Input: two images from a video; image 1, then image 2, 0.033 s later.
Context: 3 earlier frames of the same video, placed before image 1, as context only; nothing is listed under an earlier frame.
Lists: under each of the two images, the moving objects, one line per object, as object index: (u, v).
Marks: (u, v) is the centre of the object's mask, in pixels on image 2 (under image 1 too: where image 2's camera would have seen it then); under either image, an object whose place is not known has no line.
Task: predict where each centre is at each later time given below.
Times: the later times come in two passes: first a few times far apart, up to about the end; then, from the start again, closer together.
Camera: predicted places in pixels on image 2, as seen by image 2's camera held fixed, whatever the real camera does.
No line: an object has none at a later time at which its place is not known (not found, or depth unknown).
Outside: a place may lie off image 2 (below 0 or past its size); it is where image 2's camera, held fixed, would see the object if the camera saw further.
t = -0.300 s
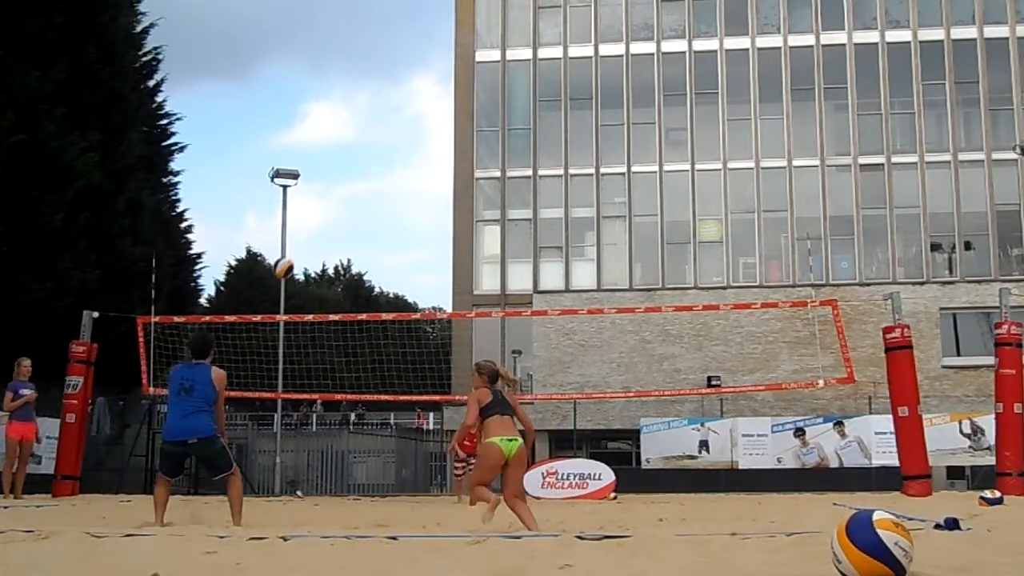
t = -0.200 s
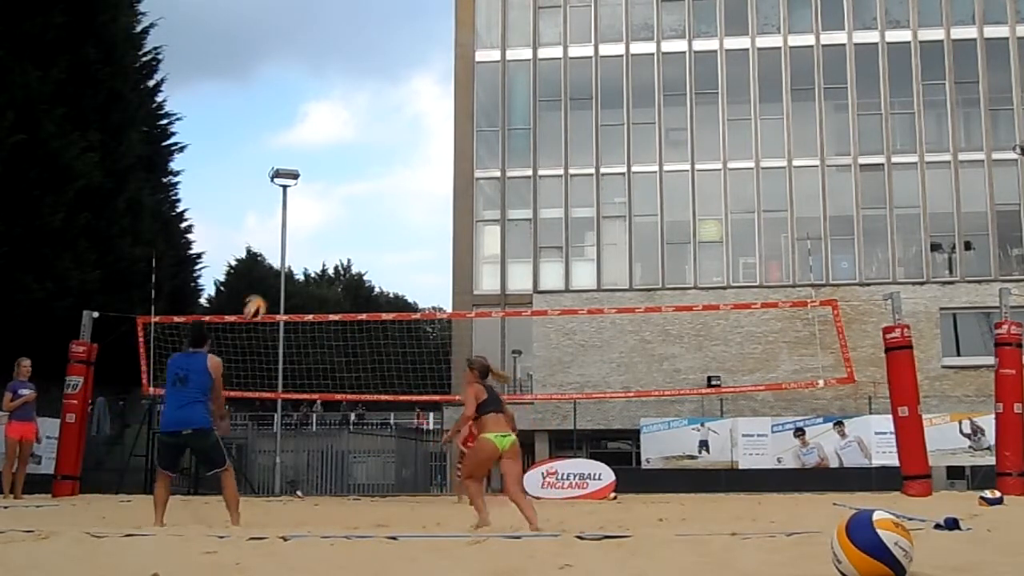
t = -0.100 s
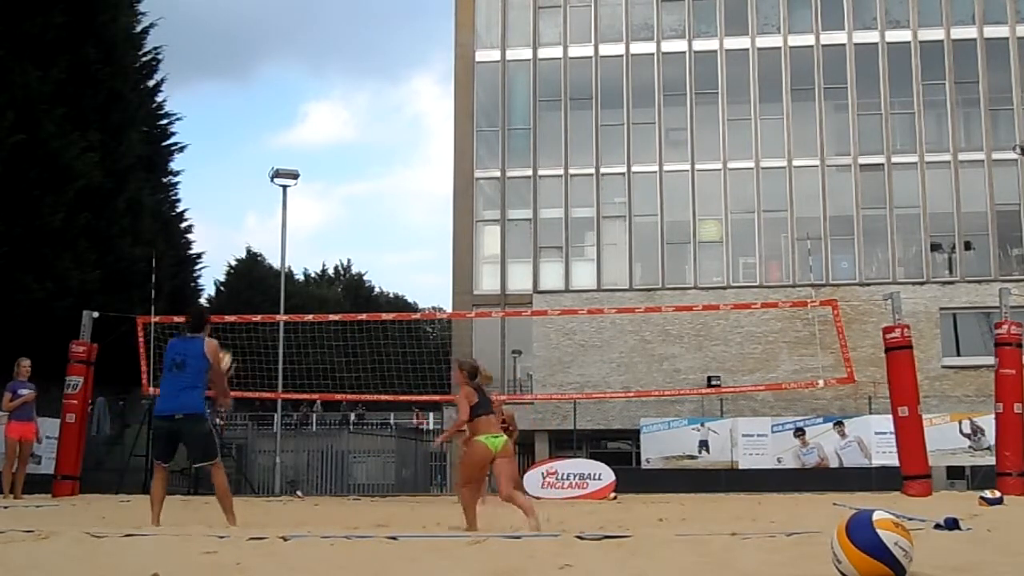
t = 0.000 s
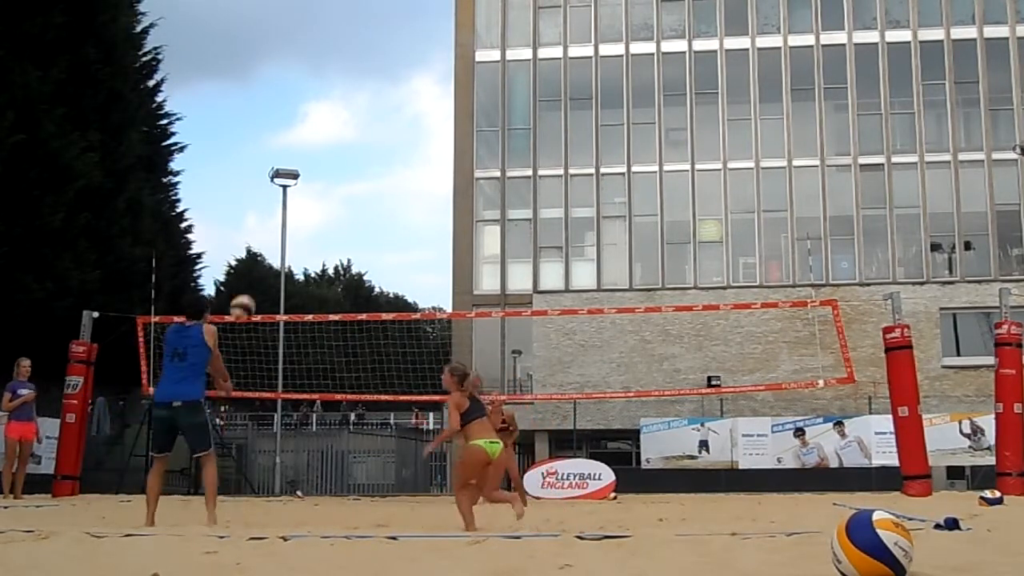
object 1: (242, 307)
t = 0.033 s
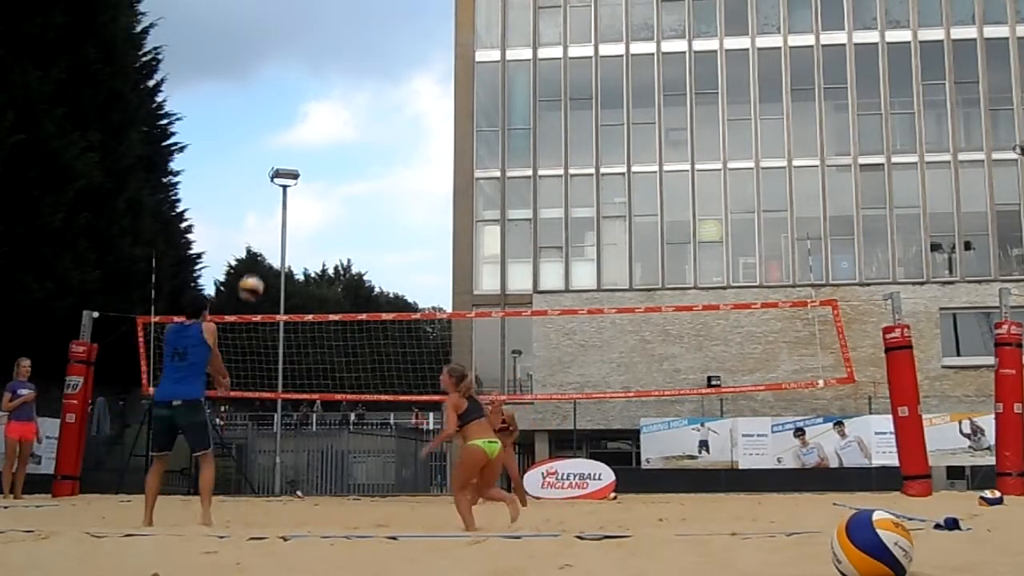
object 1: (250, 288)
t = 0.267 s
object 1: (306, 182)
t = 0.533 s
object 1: (359, 141)
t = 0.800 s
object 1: (406, 170)
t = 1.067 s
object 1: (447, 260)
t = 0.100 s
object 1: (267, 249)
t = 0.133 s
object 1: (275, 233)
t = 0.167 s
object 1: (283, 218)
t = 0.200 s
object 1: (291, 204)
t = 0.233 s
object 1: (299, 192)
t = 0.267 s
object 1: (306, 182)
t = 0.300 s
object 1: (313, 172)
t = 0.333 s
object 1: (320, 164)
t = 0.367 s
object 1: (326, 158)
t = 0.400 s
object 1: (333, 152)
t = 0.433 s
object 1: (340, 148)
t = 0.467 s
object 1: (346, 145)
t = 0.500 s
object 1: (353, 142)
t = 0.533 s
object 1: (359, 141)
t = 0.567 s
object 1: (366, 141)
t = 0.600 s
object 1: (372, 142)
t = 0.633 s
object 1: (378, 144)
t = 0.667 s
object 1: (383, 147)
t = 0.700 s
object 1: (389, 152)
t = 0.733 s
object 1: (395, 157)
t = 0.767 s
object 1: (401, 163)
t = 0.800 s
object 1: (406, 170)
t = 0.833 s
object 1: (412, 178)
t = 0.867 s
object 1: (417, 187)
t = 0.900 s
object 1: (423, 197)
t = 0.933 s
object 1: (428, 208)
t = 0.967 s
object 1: (433, 220)
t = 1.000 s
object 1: (438, 233)
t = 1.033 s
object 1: (443, 246)
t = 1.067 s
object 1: (447, 260)
